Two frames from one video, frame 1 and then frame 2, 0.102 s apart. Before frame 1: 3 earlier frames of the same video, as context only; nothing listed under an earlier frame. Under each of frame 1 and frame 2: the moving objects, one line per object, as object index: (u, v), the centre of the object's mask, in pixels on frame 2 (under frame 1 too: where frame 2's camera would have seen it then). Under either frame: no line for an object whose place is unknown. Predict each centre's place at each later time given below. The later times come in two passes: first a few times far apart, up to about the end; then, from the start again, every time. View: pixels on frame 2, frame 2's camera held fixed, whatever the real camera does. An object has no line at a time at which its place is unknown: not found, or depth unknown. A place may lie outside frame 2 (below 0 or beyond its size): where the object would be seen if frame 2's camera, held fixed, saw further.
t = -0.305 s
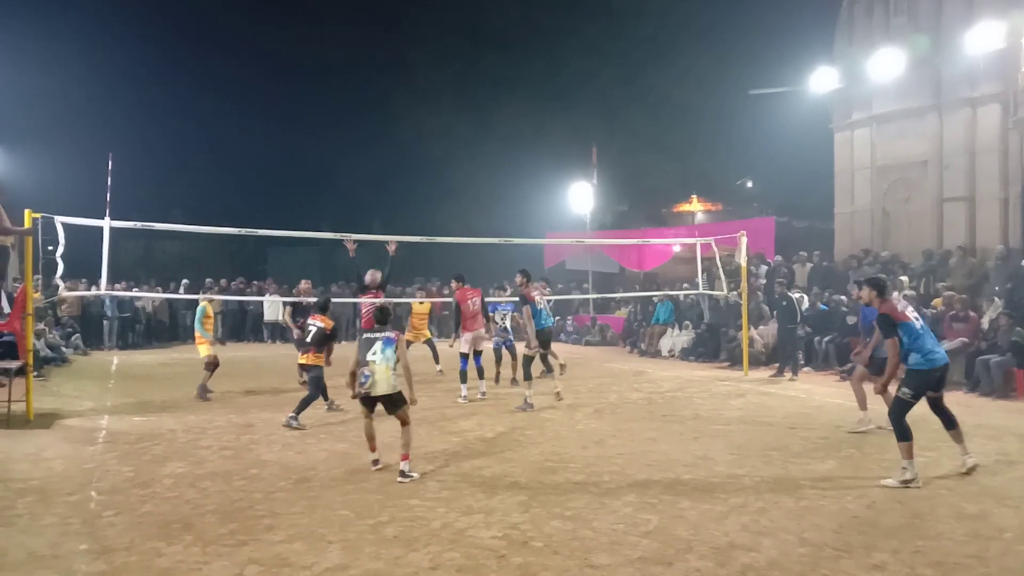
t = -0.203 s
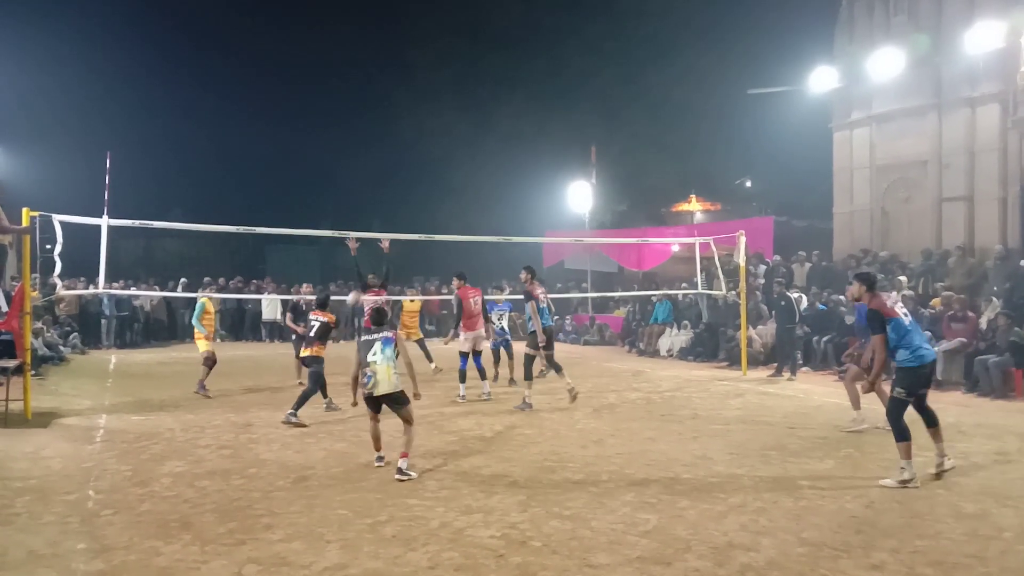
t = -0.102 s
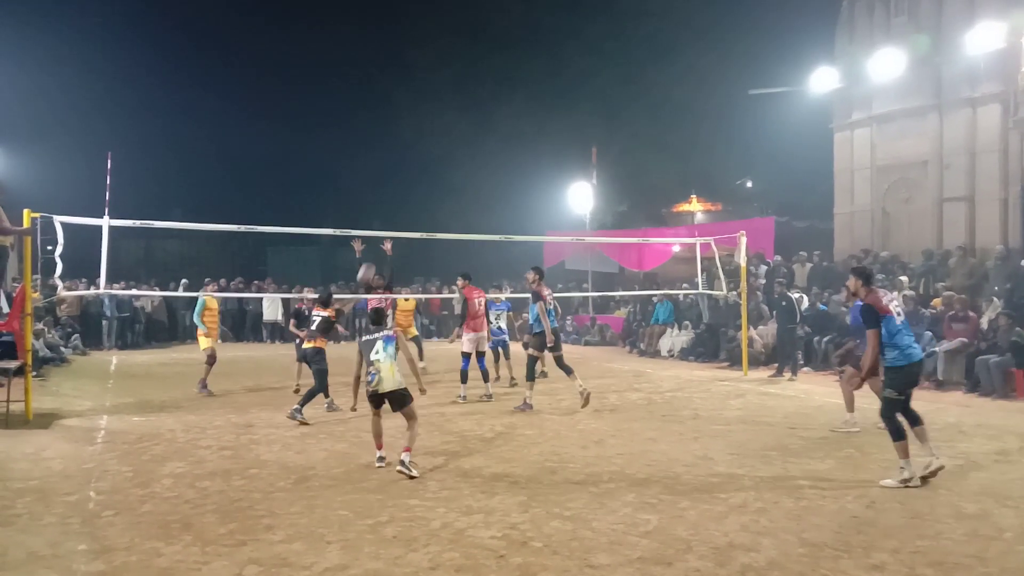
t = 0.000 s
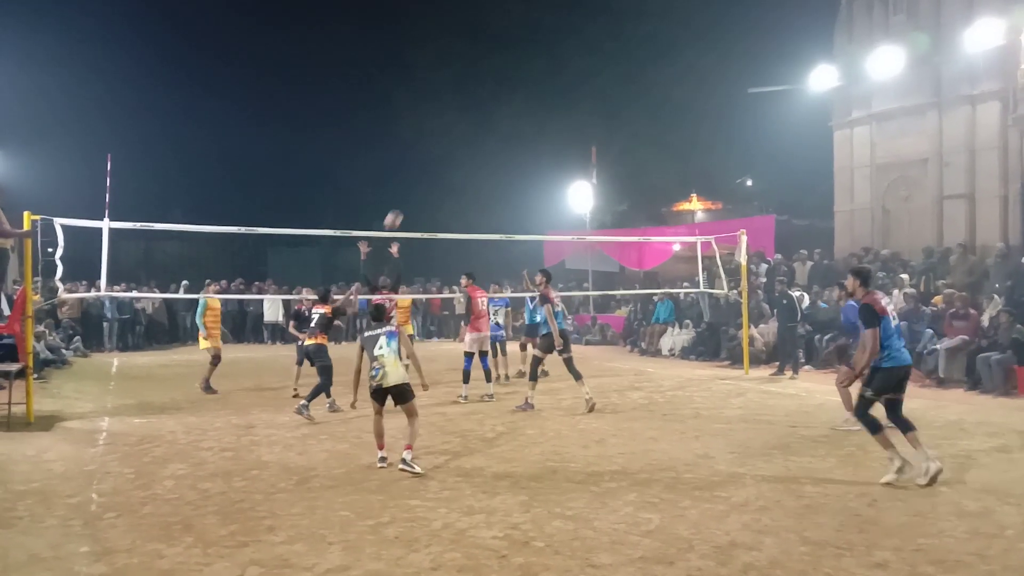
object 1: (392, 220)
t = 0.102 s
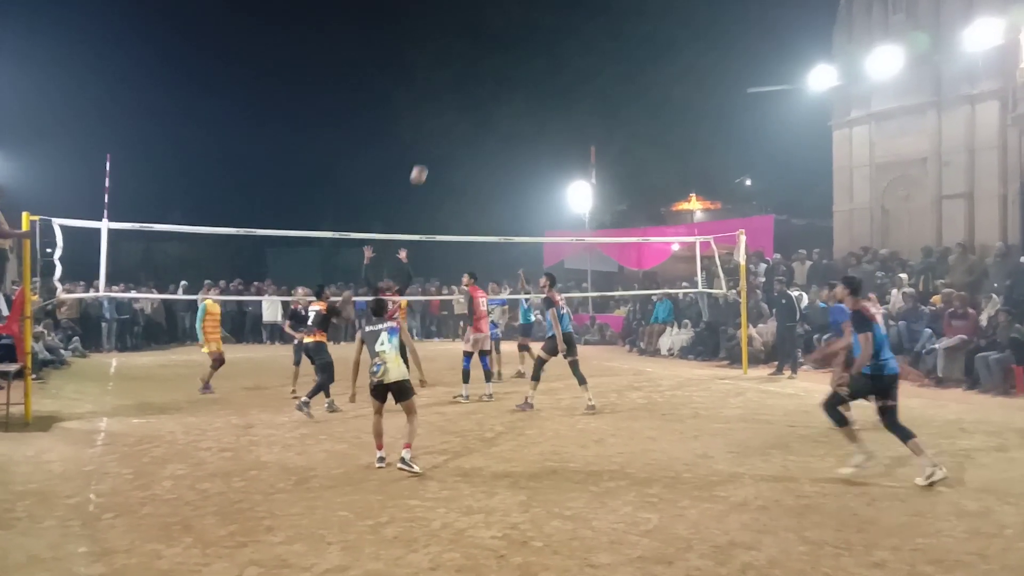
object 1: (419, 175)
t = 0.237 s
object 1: (454, 125)
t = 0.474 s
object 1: (514, 70)
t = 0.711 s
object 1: (574, 55)
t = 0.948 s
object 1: (634, 78)
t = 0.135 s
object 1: (427, 160)
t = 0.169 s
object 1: (436, 148)
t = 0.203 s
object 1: (445, 136)
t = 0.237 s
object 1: (454, 125)
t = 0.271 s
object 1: (462, 114)
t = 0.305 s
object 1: (471, 105)
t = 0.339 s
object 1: (479, 96)
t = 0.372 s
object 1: (488, 88)
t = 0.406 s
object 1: (497, 81)
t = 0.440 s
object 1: (505, 75)
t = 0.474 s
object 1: (514, 70)
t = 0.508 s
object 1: (523, 65)
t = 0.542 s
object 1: (532, 61)
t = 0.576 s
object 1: (540, 58)
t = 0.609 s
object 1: (549, 56)
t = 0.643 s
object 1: (557, 55)
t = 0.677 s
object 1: (566, 54)
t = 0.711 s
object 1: (574, 55)
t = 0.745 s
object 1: (583, 55)
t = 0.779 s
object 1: (592, 58)
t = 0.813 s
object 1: (601, 60)
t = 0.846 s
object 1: (609, 63)
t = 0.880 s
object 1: (617, 67)
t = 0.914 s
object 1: (626, 72)
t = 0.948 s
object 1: (634, 78)
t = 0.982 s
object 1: (643, 84)
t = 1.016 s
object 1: (652, 91)
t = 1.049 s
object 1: (660, 99)
